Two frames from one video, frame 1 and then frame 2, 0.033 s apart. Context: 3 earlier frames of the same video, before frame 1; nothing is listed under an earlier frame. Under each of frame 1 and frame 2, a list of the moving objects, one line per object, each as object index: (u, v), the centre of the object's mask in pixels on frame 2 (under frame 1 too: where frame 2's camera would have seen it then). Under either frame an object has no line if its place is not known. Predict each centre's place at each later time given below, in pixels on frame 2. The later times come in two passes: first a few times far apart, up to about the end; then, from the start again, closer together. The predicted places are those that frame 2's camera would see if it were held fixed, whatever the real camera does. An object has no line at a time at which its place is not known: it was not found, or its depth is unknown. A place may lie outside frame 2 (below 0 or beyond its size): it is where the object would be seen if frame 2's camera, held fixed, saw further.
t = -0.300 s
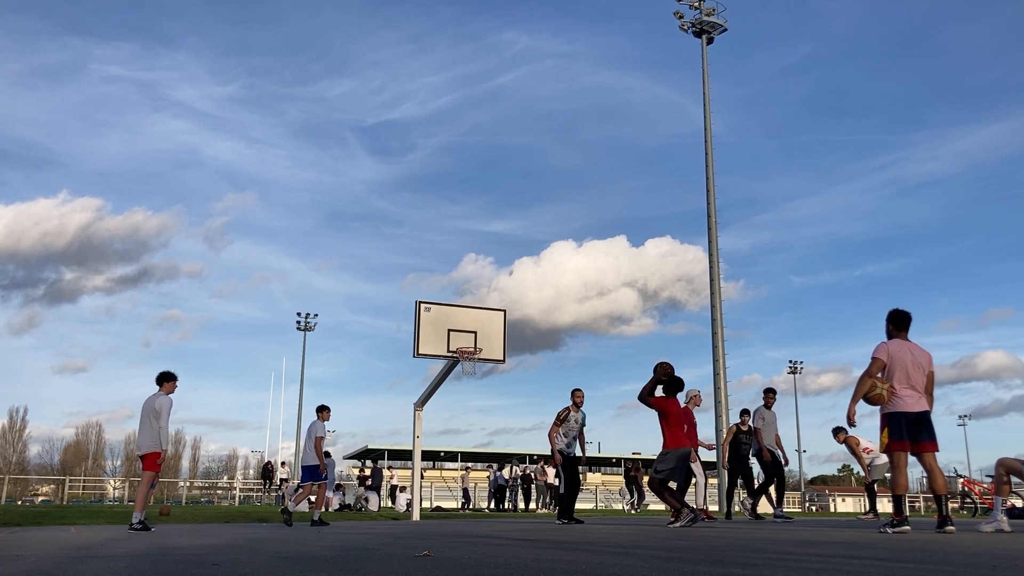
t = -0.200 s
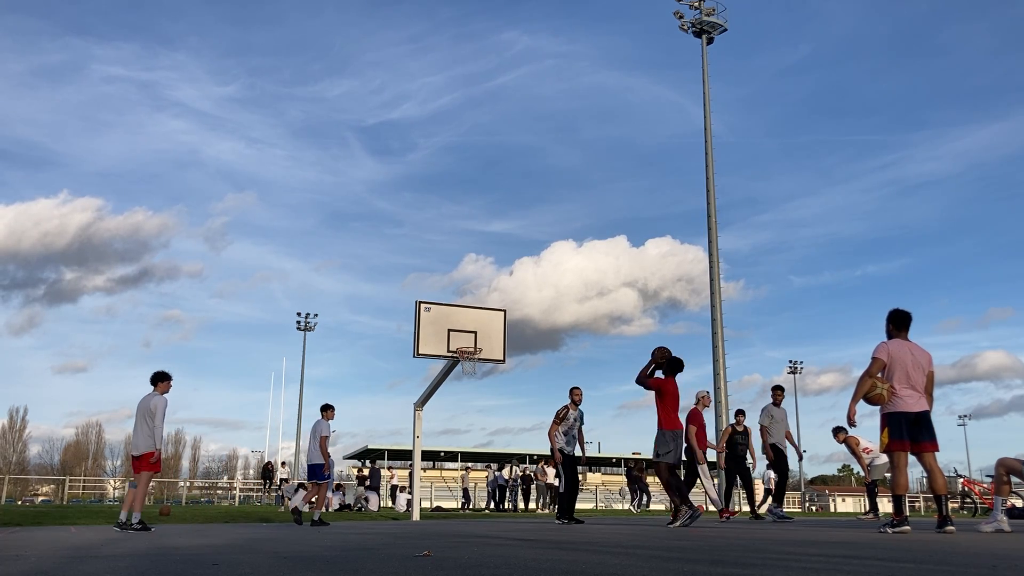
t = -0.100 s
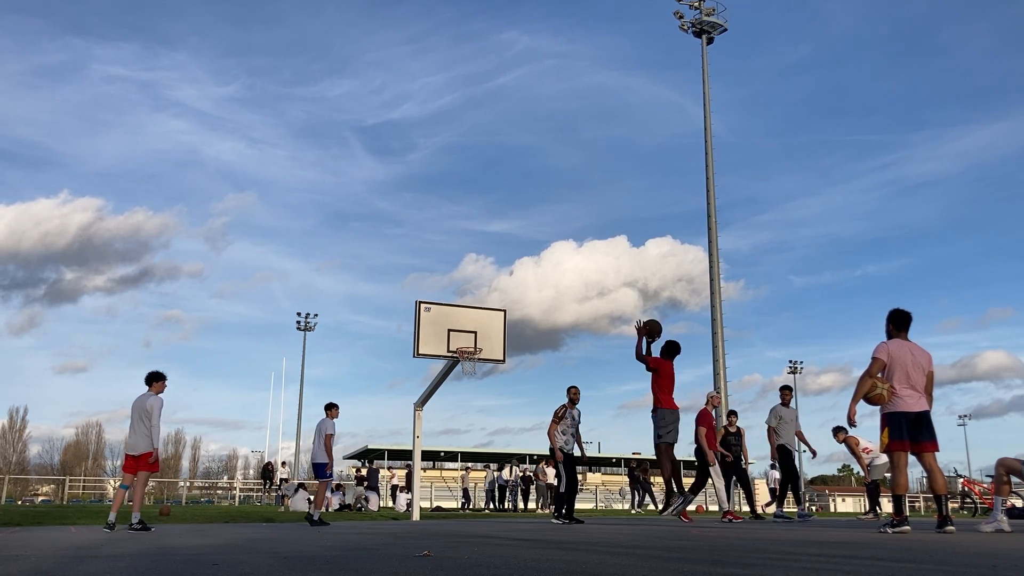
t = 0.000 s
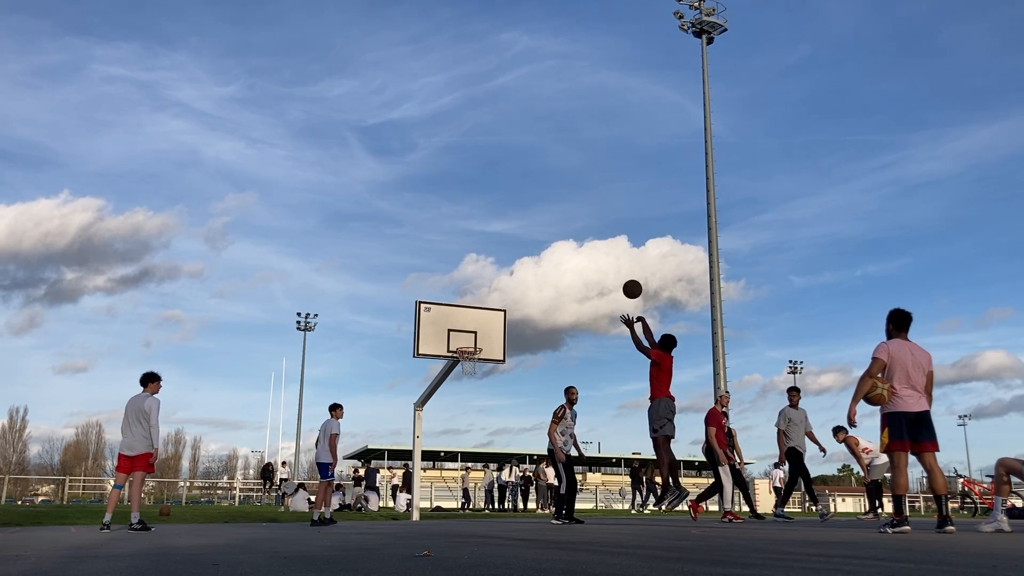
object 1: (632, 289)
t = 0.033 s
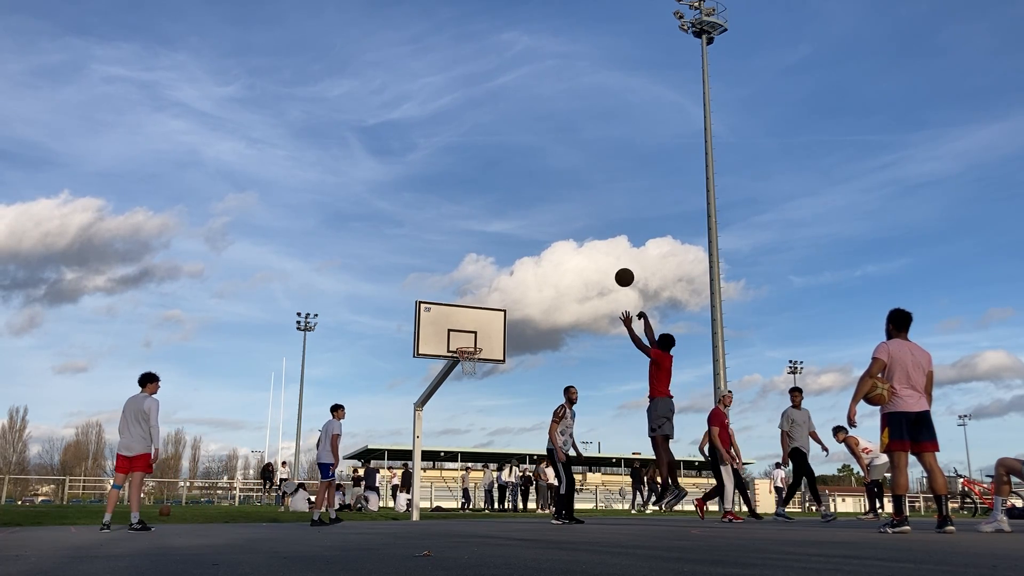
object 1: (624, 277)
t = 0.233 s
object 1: (584, 230)
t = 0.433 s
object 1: (550, 214)
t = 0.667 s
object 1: (517, 226)
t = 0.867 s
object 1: (493, 258)
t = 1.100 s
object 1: (467, 318)
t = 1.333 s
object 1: (448, 315)
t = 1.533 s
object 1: (445, 294)
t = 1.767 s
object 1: (444, 294)
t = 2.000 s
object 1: (443, 323)
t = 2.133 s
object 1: (442, 353)
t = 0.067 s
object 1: (617, 266)
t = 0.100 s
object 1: (610, 257)
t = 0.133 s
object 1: (603, 249)
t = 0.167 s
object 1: (596, 241)
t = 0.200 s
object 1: (590, 235)
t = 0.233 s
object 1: (584, 230)
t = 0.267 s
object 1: (577, 225)
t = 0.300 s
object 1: (572, 221)
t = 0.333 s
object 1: (566, 218)
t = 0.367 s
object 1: (561, 216)
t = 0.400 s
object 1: (555, 214)
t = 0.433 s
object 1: (550, 214)
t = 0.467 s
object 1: (545, 214)
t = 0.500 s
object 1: (540, 214)
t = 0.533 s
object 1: (535, 215)
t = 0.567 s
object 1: (530, 217)
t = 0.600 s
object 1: (526, 220)
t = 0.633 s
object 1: (521, 222)
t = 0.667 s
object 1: (517, 226)
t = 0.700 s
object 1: (513, 230)
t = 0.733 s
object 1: (508, 235)
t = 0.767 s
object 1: (505, 240)
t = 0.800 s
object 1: (500, 245)
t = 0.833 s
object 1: (496, 251)
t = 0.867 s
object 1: (493, 258)
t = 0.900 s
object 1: (489, 265)
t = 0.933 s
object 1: (485, 273)
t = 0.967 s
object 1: (481, 281)
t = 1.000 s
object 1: (477, 289)
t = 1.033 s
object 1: (474, 298)
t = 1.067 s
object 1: (470, 308)
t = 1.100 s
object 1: (467, 318)
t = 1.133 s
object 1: (463, 328)
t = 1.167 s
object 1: (460, 339)
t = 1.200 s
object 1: (457, 339)
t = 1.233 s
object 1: (455, 332)
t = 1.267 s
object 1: (453, 325)
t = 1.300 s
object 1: (450, 320)
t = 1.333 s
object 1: (448, 315)
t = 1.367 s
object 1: (447, 311)
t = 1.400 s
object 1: (445, 307)
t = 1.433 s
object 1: (445, 303)
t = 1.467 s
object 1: (445, 299)
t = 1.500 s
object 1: (445, 296)
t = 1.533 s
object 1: (445, 294)
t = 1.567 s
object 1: (445, 292)
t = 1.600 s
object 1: (445, 291)
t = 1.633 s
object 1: (445, 291)
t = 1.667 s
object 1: (445, 291)
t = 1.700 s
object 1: (444, 291)
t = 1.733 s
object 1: (444, 292)
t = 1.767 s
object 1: (444, 294)
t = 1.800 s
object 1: (444, 296)
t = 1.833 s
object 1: (444, 299)
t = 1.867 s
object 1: (444, 302)
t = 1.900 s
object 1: (443, 307)
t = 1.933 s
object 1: (443, 311)
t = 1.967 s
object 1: (443, 317)
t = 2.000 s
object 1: (443, 323)
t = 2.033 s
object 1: (443, 330)
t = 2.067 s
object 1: (442, 337)
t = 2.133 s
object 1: (442, 353)
